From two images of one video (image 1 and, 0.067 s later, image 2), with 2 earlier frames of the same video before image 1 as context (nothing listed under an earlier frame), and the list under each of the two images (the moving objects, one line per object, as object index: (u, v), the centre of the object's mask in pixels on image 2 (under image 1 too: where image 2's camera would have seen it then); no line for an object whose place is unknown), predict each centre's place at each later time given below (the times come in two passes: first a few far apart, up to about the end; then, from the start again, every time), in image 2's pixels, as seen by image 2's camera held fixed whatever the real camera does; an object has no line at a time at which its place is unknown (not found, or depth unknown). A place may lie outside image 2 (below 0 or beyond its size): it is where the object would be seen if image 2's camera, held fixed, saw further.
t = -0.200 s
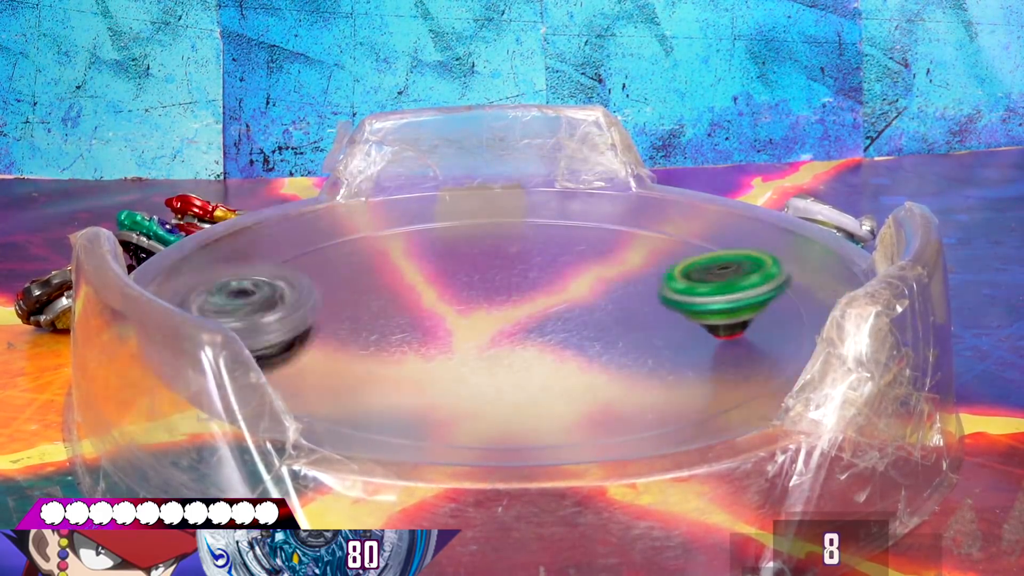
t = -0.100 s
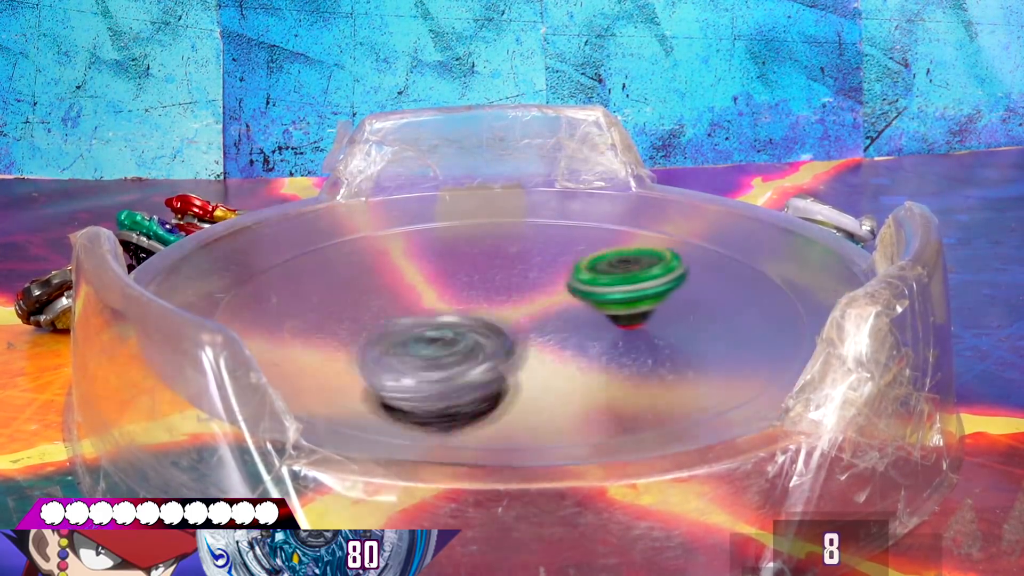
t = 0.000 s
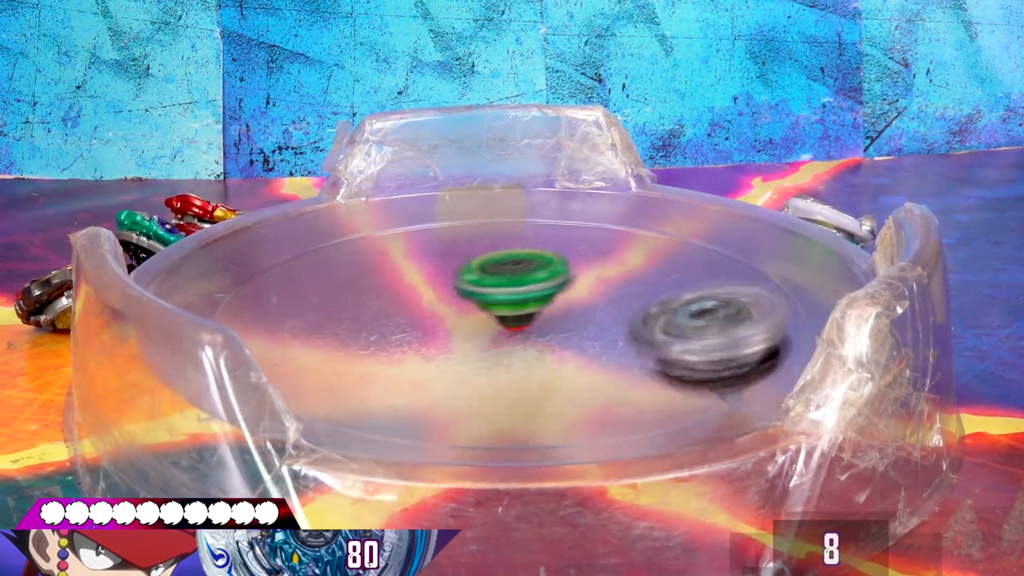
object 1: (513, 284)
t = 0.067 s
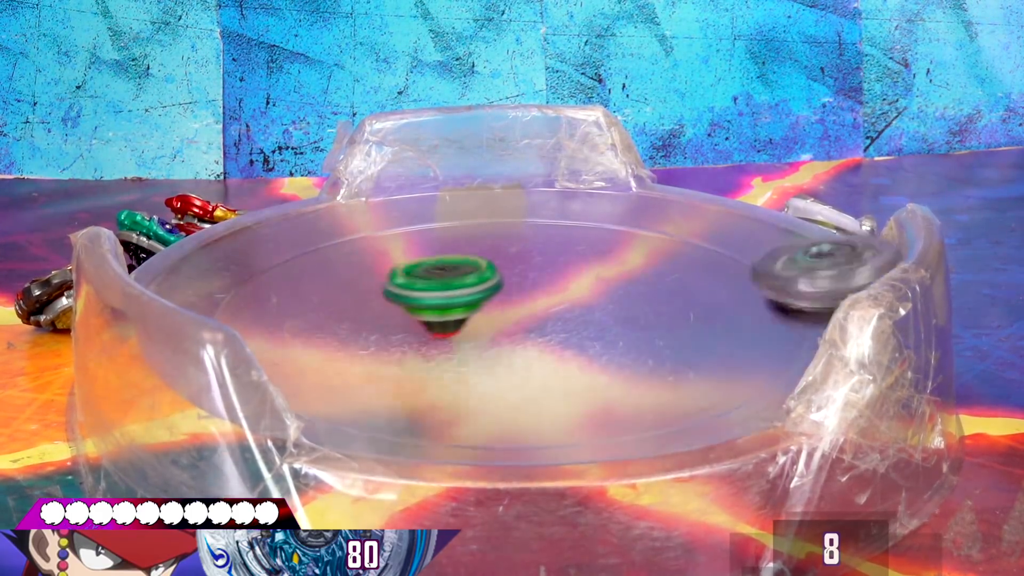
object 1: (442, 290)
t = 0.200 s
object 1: (344, 315)
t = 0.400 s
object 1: (384, 362)
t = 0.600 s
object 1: (504, 382)
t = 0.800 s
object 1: (598, 351)
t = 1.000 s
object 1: (611, 316)
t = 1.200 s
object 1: (524, 269)
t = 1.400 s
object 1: (501, 271)
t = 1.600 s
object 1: (427, 267)
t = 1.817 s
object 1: (407, 309)
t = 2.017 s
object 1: (501, 335)
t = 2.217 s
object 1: (614, 309)
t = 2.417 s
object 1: (607, 263)
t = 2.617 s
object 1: (534, 239)
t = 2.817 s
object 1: (432, 255)
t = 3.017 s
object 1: (384, 306)
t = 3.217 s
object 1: (480, 349)
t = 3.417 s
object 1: (619, 333)
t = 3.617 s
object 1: (659, 274)
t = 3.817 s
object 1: (573, 249)
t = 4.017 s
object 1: (425, 248)
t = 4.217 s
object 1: (322, 292)
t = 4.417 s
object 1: (358, 332)
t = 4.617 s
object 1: (722, 309)
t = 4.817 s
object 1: (758, 267)
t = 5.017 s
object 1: (676, 307)
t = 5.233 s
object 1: (578, 331)
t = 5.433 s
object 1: (513, 345)
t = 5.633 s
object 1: (456, 344)
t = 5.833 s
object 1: (415, 329)
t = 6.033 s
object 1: (397, 303)
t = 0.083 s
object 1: (427, 292)
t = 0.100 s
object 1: (411, 295)
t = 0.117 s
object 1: (396, 298)
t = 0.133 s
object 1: (382, 302)
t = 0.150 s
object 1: (371, 305)
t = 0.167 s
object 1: (361, 308)
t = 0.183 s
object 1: (352, 312)
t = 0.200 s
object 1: (344, 315)
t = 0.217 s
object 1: (338, 319)
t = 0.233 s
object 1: (334, 324)
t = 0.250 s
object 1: (332, 328)
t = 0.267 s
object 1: (332, 332)
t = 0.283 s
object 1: (333, 337)
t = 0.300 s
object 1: (336, 342)
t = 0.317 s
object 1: (341, 346)
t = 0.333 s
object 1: (346, 350)
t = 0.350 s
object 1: (354, 353)
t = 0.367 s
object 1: (363, 356)
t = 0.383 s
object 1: (373, 359)
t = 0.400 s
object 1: (384, 362)
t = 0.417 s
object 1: (396, 365)
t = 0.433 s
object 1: (409, 366)
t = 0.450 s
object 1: (423, 368)
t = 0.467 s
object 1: (438, 370)
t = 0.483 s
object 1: (453, 369)
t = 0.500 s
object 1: (468, 370)
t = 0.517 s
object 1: (475, 374)
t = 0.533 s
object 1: (479, 372)
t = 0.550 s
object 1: (484, 376)
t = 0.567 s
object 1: (489, 381)
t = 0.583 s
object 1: (496, 381)
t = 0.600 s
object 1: (504, 382)
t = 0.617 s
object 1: (513, 384)
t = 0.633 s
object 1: (522, 381)
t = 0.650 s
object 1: (532, 380)
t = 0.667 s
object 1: (541, 379)
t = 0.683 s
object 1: (550, 376)
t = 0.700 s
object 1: (559, 375)
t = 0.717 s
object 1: (568, 371)
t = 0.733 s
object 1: (576, 368)
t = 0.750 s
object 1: (583, 365)
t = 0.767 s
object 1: (589, 360)
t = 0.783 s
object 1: (594, 355)
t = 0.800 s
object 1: (598, 351)
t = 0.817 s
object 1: (600, 345)
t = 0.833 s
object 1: (601, 341)
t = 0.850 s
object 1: (604, 337)
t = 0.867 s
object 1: (610, 336)
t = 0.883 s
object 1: (615, 336)
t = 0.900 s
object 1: (616, 333)
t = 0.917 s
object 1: (618, 332)
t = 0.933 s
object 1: (618, 330)
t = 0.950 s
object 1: (618, 326)
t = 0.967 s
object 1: (617, 323)
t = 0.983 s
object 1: (615, 320)
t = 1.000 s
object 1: (611, 316)
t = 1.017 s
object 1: (607, 312)
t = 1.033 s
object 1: (601, 308)
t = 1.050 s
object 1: (595, 305)
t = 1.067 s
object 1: (588, 299)
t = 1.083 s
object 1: (581, 295)
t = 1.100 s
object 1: (572, 290)
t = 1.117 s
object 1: (562, 286)
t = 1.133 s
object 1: (552, 280)
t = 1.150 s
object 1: (540, 274)
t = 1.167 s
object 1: (528, 271)
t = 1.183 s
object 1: (520, 269)
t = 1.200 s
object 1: (524, 269)
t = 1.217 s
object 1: (527, 269)
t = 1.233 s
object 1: (530, 270)
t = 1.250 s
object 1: (531, 270)
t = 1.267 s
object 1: (531, 270)
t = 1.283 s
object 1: (531, 271)
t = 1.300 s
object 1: (528, 270)
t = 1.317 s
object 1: (525, 270)
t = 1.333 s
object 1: (521, 271)
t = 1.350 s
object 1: (517, 271)
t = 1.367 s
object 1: (512, 271)
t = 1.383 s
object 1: (507, 271)
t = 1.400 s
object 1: (501, 271)
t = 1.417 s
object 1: (496, 270)
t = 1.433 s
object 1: (491, 270)
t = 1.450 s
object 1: (486, 269)
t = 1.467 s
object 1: (480, 268)
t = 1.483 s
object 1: (474, 268)
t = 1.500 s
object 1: (468, 268)
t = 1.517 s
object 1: (461, 267)
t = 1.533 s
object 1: (454, 268)
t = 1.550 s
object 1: (447, 268)
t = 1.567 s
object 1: (441, 266)
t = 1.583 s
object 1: (434, 266)
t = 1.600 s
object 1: (427, 267)
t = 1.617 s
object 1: (421, 269)
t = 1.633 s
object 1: (416, 274)
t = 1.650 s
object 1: (411, 278)
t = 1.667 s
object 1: (407, 280)
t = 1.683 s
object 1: (403, 283)
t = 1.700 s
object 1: (401, 286)
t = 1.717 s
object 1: (399, 289)
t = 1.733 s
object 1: (398, 293)
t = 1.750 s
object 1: (398, 295)
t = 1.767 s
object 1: (399, 299)
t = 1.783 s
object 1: (401, 302)
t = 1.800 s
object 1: (404, 305)
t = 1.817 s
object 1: (407, 309)
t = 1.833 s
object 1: (410, 312)
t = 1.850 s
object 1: (417, 315)
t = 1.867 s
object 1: (422, 318)
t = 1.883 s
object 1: (428, 321)
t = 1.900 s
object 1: (435, 324)
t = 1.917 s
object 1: (443, 326)
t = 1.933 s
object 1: (451, 329)
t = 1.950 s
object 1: (460, 330)
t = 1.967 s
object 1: (469, 332)
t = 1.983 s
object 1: (479, 334)
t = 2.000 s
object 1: (490, 335)
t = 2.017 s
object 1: (501, 335)
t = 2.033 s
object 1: (512, 336)
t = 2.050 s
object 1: (524, 336)
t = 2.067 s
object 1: (536, 335)
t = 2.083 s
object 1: (542, 333)
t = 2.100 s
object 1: (559, 332)
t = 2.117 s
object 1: (569, 330)
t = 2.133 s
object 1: (579, 327)
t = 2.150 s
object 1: (586, 324)
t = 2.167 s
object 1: (596, 320)
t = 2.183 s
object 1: (603, 317)
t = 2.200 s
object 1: (604, 313)
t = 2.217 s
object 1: (614, 309)
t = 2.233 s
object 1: (613, 305)
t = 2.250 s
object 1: (615, 301)
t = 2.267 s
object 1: (617, 297)
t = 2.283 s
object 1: (618, 293)
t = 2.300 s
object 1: (619, 289)
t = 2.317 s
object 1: (618, 285)
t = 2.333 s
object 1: (622, 281)
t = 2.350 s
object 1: (617, 277)
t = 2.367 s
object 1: (619, 273)
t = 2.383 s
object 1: (617, 269)
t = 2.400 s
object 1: (610, 266)
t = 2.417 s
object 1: (607, 263)
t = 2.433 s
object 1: (608, 260)
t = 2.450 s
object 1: (604, 257)
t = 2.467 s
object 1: (594, 254)
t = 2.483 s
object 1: (589, 252)
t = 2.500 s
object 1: (582, 249)
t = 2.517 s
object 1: (580, 247)
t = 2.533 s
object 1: (569, 245)
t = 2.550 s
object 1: (566, 243)
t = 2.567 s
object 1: (558, 242)
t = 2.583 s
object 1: (550, 241)
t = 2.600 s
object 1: (538, 240)
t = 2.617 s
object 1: (534, 239)
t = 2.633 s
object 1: (525, 239)
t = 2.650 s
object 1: (516, 239)
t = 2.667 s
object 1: (507, 239)
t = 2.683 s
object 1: (498, 240)
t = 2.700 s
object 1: (489, 241)
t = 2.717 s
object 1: (481, 242)
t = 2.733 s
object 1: (472, 244)
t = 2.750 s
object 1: (464, 245)
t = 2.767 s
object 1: (456, 248)
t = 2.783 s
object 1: (448, 250)
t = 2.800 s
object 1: (440, 252)
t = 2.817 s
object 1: (432, 255)
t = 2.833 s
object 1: (424, 258)
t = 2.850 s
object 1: (418, 262)
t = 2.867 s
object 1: (411, 266)
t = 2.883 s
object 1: (405, 269)
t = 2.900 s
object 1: (400, 274)
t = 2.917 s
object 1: (396, 278)
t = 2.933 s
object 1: (392, 283)
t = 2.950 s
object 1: (389, 287)
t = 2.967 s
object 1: (387, 292)
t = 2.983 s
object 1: (385, 297)
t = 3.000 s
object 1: (384, 301)
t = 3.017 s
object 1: (384, 306)
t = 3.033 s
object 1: (386, 311)
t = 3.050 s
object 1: (390, 316)
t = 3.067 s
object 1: (394, 321)
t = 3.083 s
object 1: (394, 327)
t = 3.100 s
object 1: (407, 330)
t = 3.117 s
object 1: (415, 334)
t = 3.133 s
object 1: (425, 338)
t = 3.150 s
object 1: (434, 341)
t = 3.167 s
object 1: (444, 344)
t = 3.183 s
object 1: (455, 346)
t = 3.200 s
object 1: (468, 348)
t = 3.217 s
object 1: (480, 349)
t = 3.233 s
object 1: (493, 350)
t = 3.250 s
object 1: (506, 351)
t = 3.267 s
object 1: (519, 351)
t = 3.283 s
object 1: (533, 351)
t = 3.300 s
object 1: (546, 350)
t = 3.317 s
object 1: (558, 349)
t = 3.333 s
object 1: (570, 348)
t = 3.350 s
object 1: (582, 345)
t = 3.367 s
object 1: (593, 342)
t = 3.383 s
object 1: (605, 340)
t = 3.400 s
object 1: (611, 336)
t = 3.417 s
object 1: (619, 333)
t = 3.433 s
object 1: (627, 330)
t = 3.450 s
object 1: (634, 326)
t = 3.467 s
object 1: (644, 322)
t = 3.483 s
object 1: (646, 319)
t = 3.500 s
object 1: (654, 314)
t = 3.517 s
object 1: (653, 310)
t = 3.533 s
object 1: (656, 306)
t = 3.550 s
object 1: (657, 302)
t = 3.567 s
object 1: (659, 296)
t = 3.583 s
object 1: (664, 288)
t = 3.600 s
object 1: (663, 280)
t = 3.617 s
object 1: (659, 274)
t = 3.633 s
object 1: (647, 270)
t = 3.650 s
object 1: (643, 267)
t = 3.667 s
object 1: (640, 264)
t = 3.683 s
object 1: (633, 264)
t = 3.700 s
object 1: (626, 264)
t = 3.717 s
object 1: (618, 263)
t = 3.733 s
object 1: (615, 260)
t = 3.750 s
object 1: (608, 258)
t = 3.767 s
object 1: (601, 256)
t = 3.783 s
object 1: (593, 253)
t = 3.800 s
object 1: (584, 251)
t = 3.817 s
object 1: (573, 249)
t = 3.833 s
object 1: (562, 248)
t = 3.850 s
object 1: (552, 246)
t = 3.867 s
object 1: (541, 245)
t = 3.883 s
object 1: (528, 244)
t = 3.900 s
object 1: (514, 243)
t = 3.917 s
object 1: (500, 244)
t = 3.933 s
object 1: (487, 244)
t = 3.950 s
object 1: (474, 244)
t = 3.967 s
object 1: (460, 245)
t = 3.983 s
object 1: (448, 245)
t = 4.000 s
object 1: (436, 247)
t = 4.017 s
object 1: (425, 248)
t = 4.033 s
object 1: (414, 250)
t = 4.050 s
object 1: (403, 253)
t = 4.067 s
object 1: (392, 254)
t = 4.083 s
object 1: (383, 257)
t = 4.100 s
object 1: (375, 261)
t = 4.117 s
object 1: (367, 263)
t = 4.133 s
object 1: (356, 268)
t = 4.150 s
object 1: (344, 273)
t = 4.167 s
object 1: (336, 278)
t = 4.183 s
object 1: (331, 283)
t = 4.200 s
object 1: (326, 287)
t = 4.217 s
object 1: (322, 292)
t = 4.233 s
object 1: (320, 297)
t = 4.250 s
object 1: (319, 302)
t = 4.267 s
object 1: (318, 307)
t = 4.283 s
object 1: (318, 312)
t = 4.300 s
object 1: (321, 316)
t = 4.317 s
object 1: (302, 326)
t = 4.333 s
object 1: (278, 325)
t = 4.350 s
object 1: (258, 323)
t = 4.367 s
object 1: (253, 324)
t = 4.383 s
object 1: (280, 324)
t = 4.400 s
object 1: (315, 325)
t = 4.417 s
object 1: (358, 332)
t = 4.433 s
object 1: (398, 345)
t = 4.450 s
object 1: (443, 367)
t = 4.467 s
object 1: (488, 372)
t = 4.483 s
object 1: (526, 370)
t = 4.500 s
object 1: (561, 366)
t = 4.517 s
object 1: (595, 361)
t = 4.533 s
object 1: (622, 353)
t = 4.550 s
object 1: (647, 346)
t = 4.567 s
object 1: (671, 337)
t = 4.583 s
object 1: (689, 329)
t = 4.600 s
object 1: (706, 319)
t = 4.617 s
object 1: (722, 309)
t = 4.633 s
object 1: (728, 299)
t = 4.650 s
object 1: (738, 289)
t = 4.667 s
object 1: (752, 279)
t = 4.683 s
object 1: (756, 269)
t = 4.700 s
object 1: (755, 260)
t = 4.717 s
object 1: (758, 251)
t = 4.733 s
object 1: (760, 244)
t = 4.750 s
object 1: (766, 247)
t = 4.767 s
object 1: (769, 252)
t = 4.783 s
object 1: (762, 257)
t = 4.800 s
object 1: (761, 263)
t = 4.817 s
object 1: (758, 267)
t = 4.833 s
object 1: (755, 272)
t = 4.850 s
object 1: (752, 276)
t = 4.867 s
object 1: (745, 280)
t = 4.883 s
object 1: (740, 286)
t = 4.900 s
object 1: (734, 288)
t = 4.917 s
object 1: (725, 292)
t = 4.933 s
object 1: (719, 295)
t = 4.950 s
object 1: (712, 297)
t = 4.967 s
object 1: (709, 300)
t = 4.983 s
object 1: (695, 303)
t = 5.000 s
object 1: (686, 305)
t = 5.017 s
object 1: (676, 307)
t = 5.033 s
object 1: (669, 308)
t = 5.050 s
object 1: (660, 311)
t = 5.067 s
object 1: (651, 313)
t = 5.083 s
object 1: (643, 315)
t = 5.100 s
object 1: (640, 316)
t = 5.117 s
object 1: (626, 320)
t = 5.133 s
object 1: (619, 322)
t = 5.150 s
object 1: (611, 323)
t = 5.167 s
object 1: (603, 325)
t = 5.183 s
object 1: (602, 324)
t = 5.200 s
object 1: (590, 327)
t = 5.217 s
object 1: (589, 328)
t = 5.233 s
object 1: (578, 331)
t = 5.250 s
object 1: (575, 331)
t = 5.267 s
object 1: (569, 333)
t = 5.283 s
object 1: (564, 334)
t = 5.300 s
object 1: (559, 336)
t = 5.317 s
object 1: (552, 337)
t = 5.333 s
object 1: (547, 338)
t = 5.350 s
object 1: (542, 340)
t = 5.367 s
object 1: (535, 341)
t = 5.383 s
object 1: (530, 342)
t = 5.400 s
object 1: (524, 343)
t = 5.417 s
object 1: (518, 344)
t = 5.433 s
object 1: (513, 345)
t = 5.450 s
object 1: (507, 346)
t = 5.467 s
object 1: (502, 346)
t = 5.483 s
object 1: (497, 346)
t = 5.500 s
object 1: (492, 346)
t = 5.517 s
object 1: (488, 347)
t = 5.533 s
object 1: (483, 347)
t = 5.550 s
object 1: (478, 347)
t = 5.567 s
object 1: (474, 346)
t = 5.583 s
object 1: (469, 346)
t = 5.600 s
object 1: (465, 346)
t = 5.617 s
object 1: (460, 346)
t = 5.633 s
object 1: (456, 344)
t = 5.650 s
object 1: (452, 344)
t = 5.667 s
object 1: (448, 343)
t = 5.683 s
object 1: (444, 342)
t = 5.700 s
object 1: (440, 341)
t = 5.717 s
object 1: (437, 340)
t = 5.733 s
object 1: (434, 339)
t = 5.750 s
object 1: (430, 337)
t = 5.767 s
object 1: (426, 336)
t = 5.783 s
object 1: (424, 334)
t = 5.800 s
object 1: (421, 332)
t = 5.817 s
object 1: (419, 331)
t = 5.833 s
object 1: (415, 329)
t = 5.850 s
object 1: (413, 328)
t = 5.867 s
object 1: (411, 326)
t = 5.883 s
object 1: (409, 323)
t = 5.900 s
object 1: (407, 322)
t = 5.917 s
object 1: (405, 319)
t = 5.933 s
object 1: (404, 317)
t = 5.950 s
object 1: (402, 315)
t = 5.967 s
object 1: (401, 312)
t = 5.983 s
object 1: (400, 310)
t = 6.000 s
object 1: (398, 307)
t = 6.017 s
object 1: (398, 306)
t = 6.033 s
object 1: (397, 303)
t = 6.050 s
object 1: (397, 300)
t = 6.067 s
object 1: (398, 299)
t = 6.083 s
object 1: (397, 296)
